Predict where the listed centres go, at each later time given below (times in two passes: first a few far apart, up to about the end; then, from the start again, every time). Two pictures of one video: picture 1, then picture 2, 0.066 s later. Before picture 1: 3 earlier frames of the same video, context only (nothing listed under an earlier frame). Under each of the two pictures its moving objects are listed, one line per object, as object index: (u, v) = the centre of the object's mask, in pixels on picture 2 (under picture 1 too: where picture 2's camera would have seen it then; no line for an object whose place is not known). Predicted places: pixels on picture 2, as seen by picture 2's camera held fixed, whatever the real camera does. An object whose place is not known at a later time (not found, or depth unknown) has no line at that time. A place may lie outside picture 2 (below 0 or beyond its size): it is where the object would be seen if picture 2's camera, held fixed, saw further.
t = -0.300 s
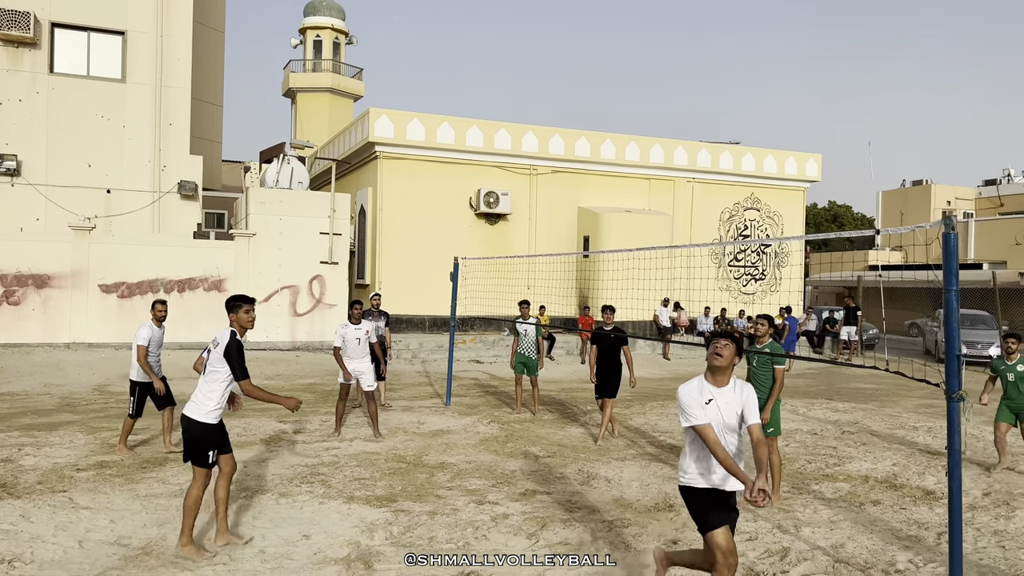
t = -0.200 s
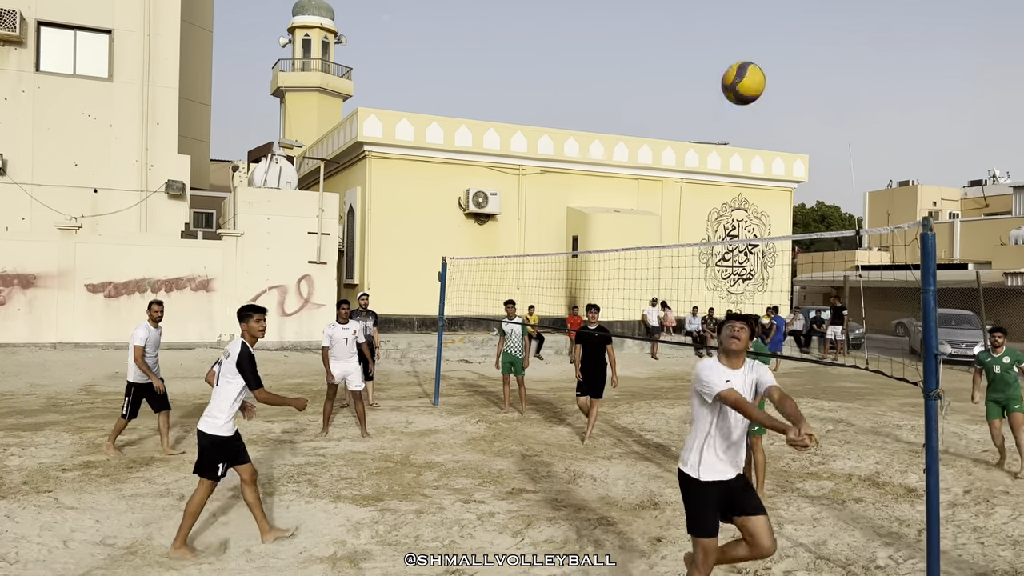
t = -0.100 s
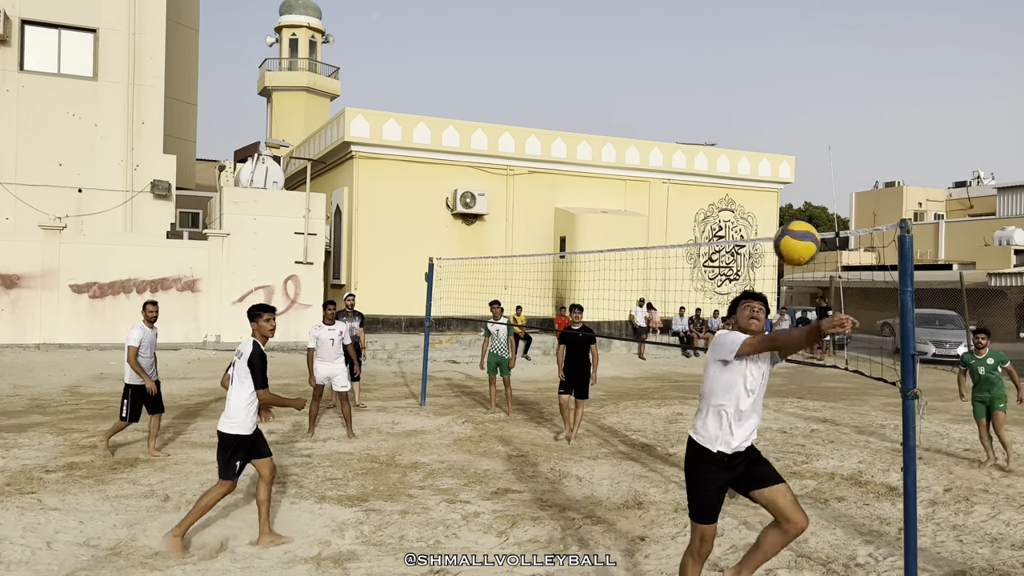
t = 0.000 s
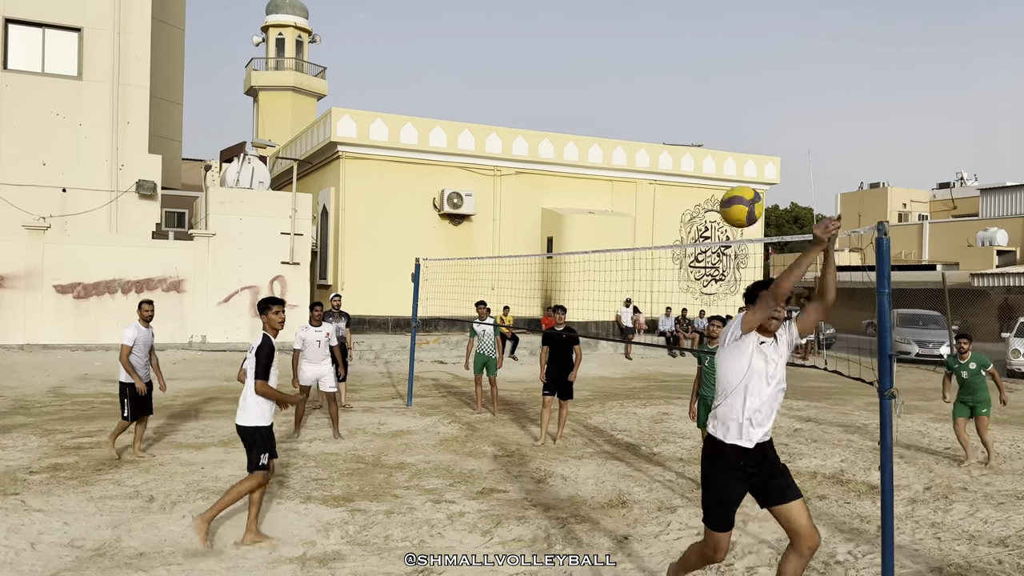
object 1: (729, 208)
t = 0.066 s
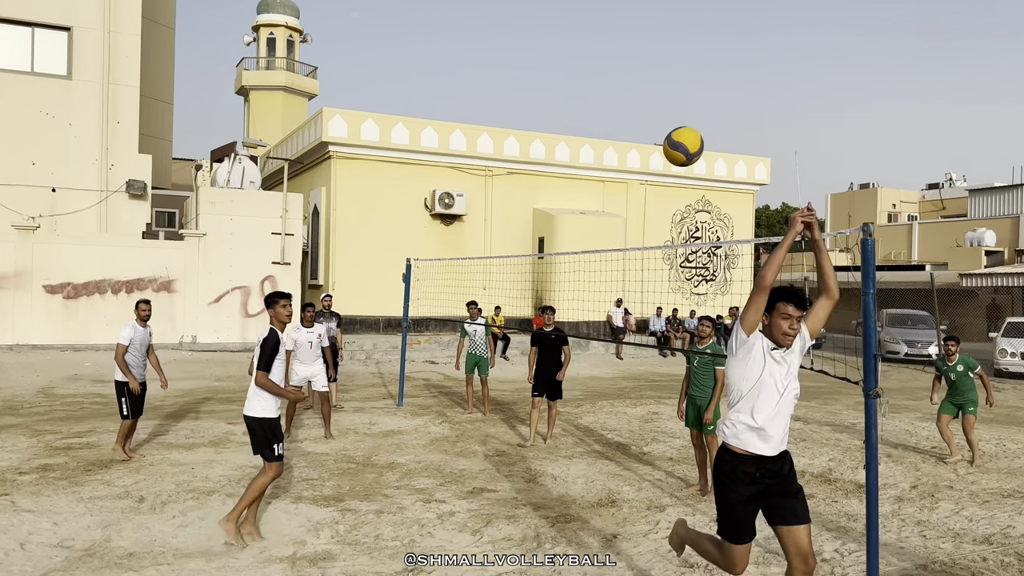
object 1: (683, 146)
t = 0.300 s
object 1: (550, 36)
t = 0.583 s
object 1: (433, 46)
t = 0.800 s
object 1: (364, 121)
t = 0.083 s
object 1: (672, 134)
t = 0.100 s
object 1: (661, 122)
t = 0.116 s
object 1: (650, 110)
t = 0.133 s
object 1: (640, 100)
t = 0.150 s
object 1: (630, 91)
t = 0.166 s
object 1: (620, 82)
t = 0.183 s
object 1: (611, 74)
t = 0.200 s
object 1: (602, 66)
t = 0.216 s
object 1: (593, 59)
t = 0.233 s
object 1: (584, 53)
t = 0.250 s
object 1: (575, 48)
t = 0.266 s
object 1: (566, 44)
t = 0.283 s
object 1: (558, 39)
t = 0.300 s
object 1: (550, 36)
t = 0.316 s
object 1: (542, 33)
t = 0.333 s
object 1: (534, 30)
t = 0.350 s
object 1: (526, 28)
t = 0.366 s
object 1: (519, 26)
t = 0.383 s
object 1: (512, 25)
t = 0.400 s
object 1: (504, 25)
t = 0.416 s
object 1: (497, 25)
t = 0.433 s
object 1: (490, 25)
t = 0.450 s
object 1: (483, 26)
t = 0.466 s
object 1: (477, 27)
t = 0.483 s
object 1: (470, 29)
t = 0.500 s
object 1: (463, 31)
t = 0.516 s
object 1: (457, 34)
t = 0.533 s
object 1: (451, 35)
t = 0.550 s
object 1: (446, 38)
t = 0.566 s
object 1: (439, 41)
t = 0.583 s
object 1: (433, 46)
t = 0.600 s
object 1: (427, 50)
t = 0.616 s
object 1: (421, 54)
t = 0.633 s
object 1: (416, 59)
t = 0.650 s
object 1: (411, 64)
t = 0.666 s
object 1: (405, 69)
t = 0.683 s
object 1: (399, 75)
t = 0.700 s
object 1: (394, 81)
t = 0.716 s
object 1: (389, 87)
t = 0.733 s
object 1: (384, 93)
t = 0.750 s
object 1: (378, 100)
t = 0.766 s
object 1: (374, 107)
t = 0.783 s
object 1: (369, 114)
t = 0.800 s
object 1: (364, 121)
